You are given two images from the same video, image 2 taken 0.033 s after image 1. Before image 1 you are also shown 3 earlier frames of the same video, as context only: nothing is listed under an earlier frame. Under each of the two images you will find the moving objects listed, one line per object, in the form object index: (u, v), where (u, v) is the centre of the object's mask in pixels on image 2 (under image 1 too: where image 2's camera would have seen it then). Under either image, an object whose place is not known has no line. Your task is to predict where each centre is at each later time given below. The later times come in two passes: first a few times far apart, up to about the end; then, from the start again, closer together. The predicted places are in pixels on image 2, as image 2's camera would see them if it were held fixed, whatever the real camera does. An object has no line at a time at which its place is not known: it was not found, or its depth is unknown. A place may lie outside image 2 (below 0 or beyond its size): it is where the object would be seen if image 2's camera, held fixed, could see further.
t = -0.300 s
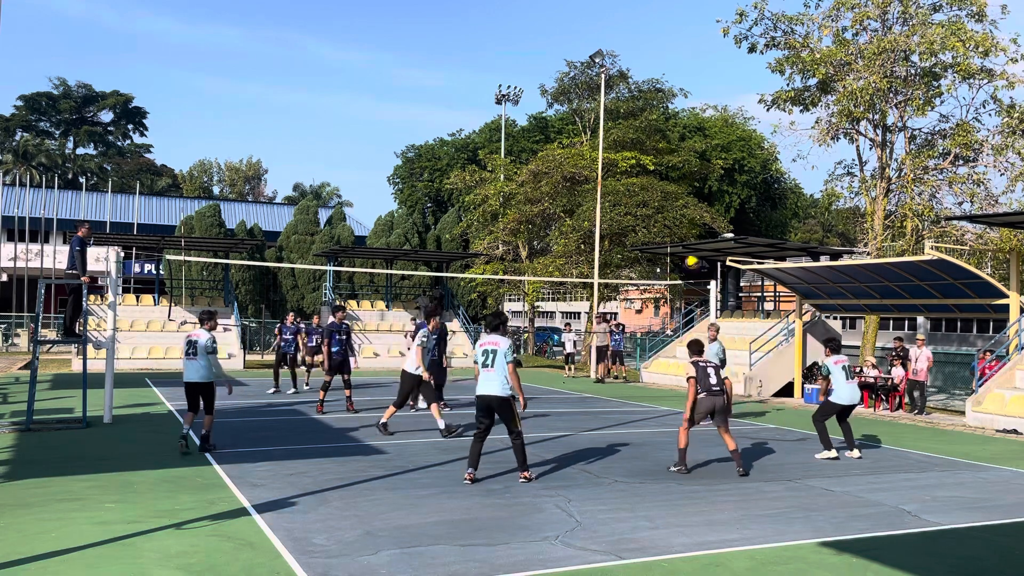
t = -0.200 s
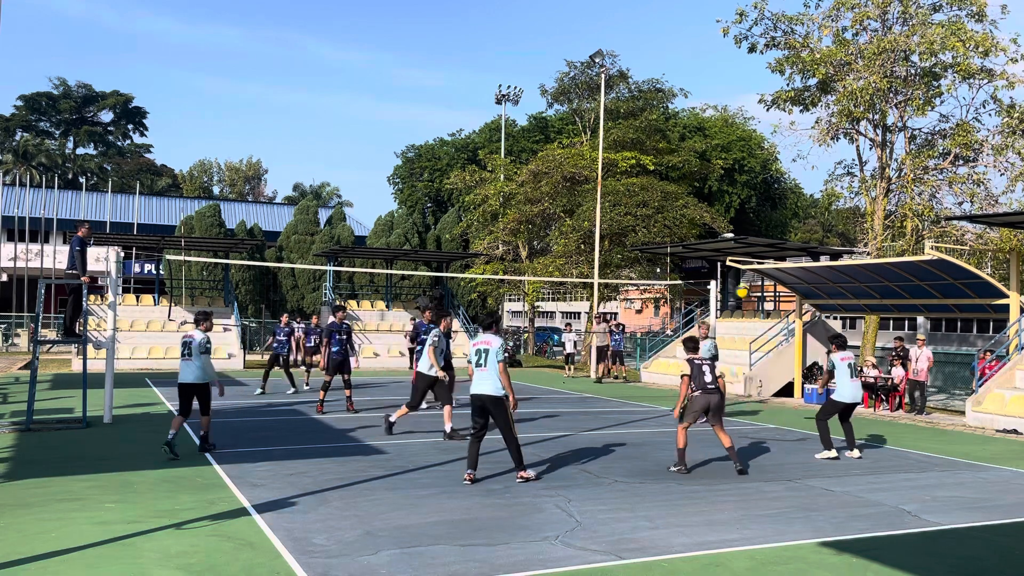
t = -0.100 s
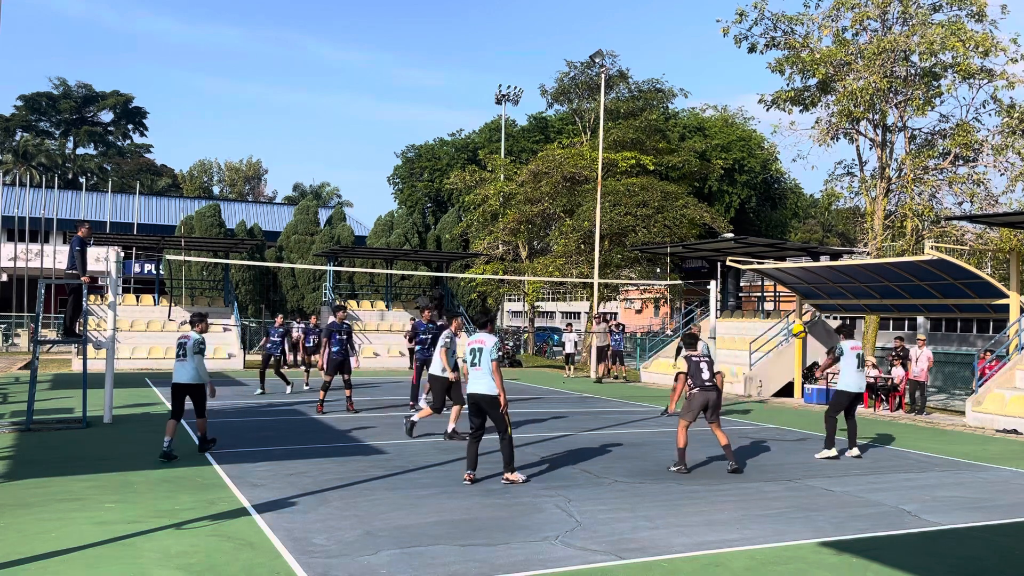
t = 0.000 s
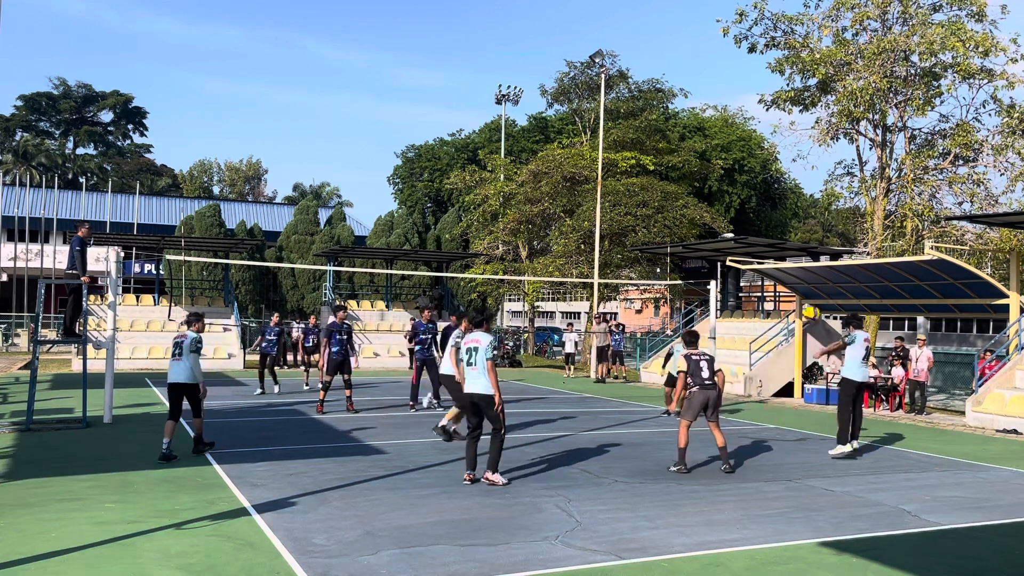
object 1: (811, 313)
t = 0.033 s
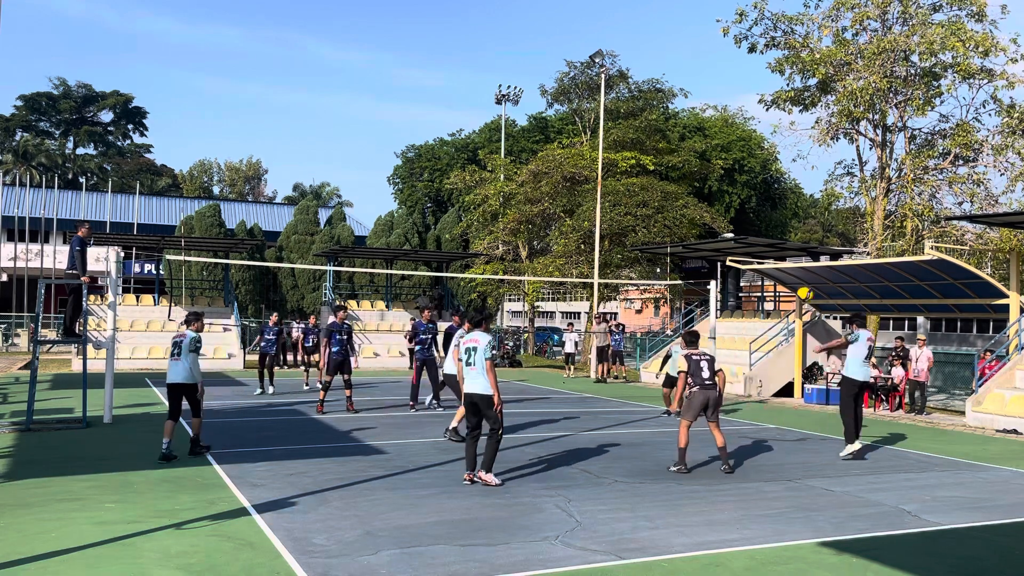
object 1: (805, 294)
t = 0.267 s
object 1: (760, 189)
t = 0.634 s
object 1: (701, 117)
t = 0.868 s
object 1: (667, 119)
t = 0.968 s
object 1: (654, 131)
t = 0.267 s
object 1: (760, 189)
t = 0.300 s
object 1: (755, 178)
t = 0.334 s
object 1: (748, 169)
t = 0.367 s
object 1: (743, 160)
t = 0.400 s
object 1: (737, 150)
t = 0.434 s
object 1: (732, 143)
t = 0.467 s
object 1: (727, 137)
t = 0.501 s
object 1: (722, 132)
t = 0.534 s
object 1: (715, 125)
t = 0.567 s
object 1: (711, 122)
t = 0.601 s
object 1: (706, 118)
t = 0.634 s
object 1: (701, 117)
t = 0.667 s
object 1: (696, 116)
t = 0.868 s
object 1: (667, 119)
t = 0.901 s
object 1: (663, 122)
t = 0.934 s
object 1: (659, 126)
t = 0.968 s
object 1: (654, 131)
